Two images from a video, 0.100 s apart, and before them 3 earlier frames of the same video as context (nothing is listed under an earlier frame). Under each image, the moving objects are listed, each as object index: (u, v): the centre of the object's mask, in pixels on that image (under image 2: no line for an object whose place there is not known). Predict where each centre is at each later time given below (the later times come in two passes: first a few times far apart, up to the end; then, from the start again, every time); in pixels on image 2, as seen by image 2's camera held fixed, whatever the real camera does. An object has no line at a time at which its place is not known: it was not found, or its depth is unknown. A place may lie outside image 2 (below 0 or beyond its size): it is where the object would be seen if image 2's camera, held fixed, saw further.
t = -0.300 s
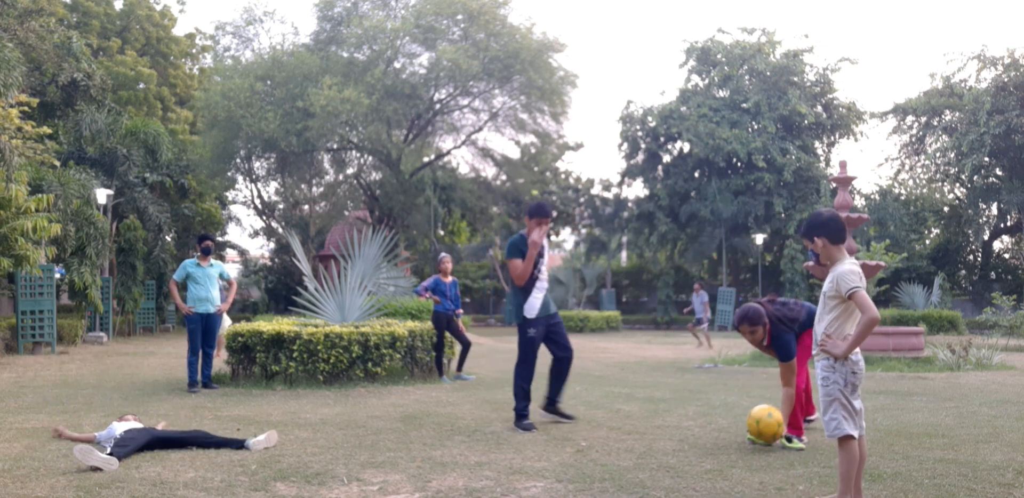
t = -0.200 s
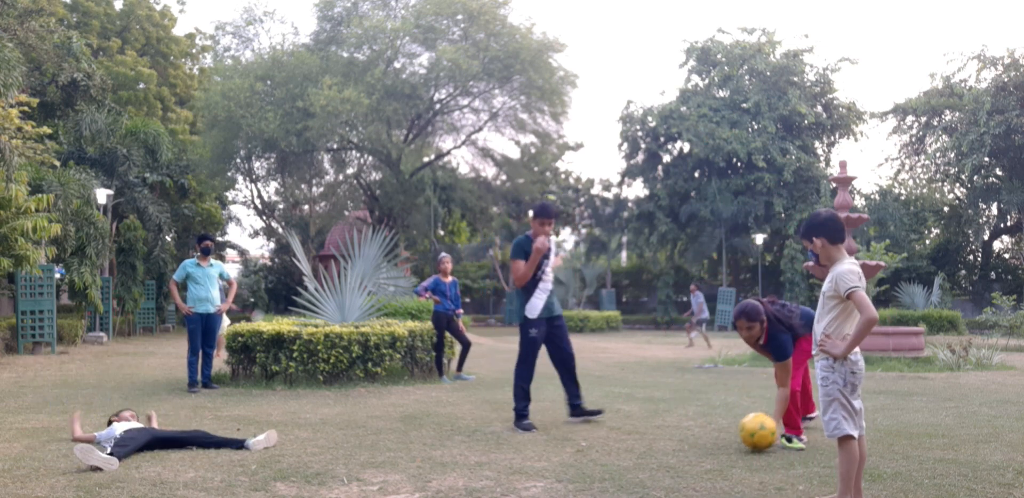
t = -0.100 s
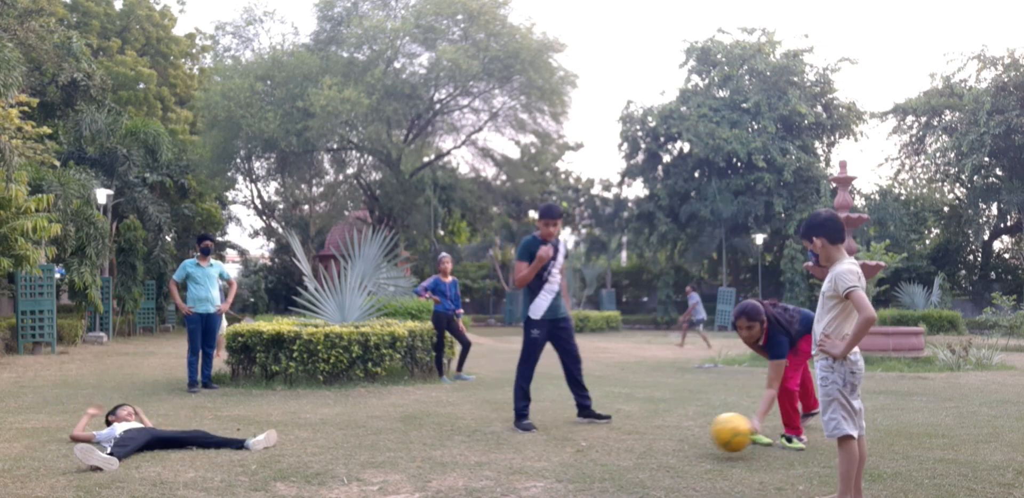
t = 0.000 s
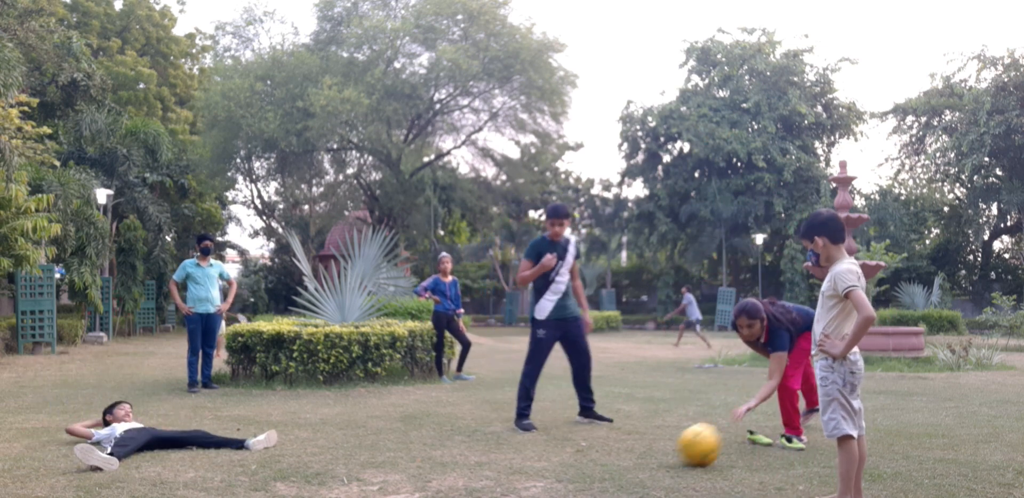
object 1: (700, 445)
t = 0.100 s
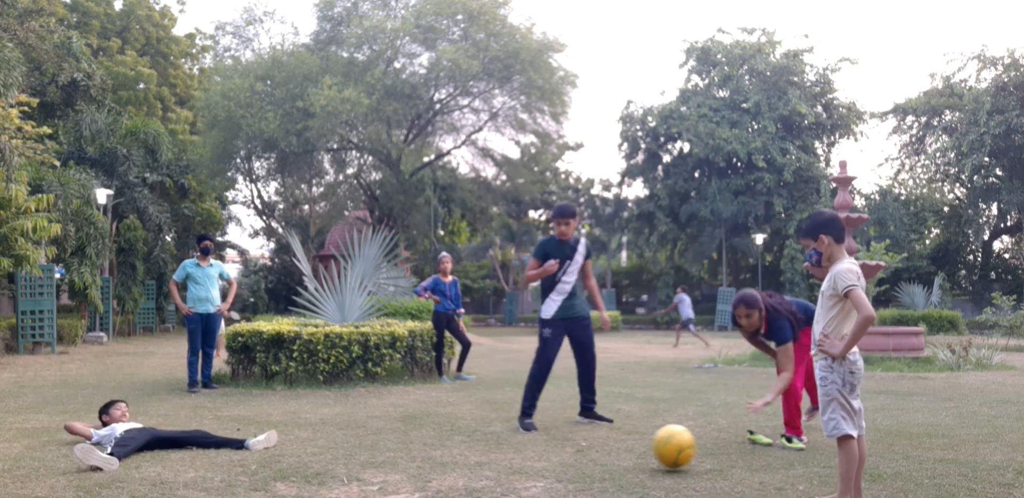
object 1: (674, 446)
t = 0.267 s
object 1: (632, 455)
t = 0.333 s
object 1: (614, 461)
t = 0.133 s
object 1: (666, 447)
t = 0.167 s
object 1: (658, 450)
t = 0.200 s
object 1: (650, 455)
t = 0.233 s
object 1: (641, 456)
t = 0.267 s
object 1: (632, 455)
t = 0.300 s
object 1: (623, 457)
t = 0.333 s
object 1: (614, 461)
